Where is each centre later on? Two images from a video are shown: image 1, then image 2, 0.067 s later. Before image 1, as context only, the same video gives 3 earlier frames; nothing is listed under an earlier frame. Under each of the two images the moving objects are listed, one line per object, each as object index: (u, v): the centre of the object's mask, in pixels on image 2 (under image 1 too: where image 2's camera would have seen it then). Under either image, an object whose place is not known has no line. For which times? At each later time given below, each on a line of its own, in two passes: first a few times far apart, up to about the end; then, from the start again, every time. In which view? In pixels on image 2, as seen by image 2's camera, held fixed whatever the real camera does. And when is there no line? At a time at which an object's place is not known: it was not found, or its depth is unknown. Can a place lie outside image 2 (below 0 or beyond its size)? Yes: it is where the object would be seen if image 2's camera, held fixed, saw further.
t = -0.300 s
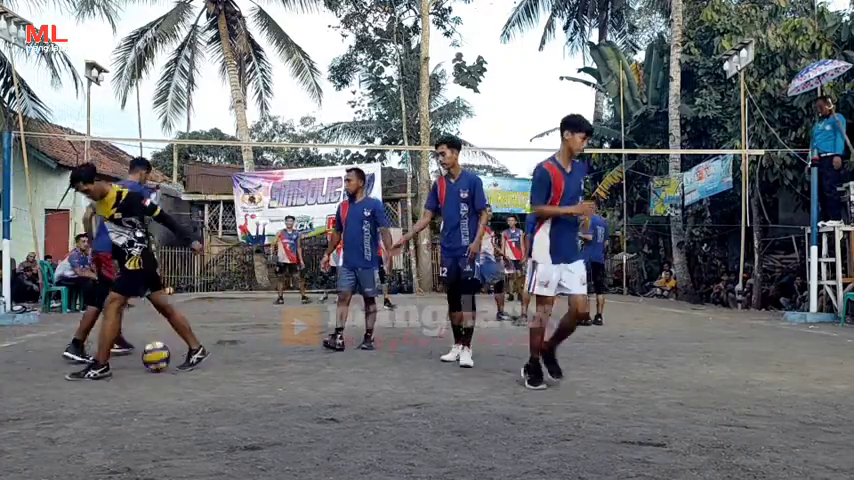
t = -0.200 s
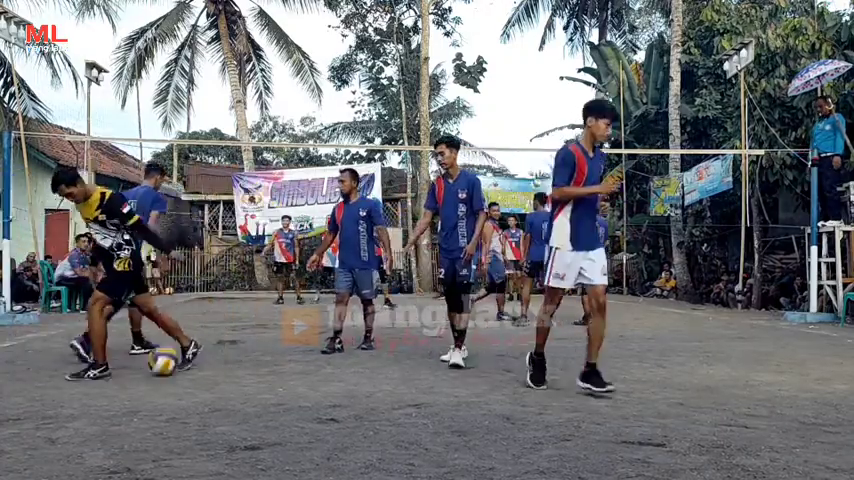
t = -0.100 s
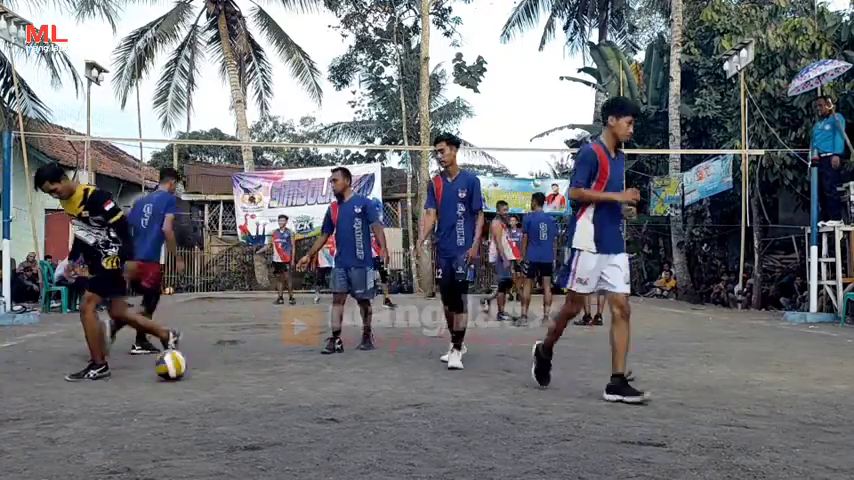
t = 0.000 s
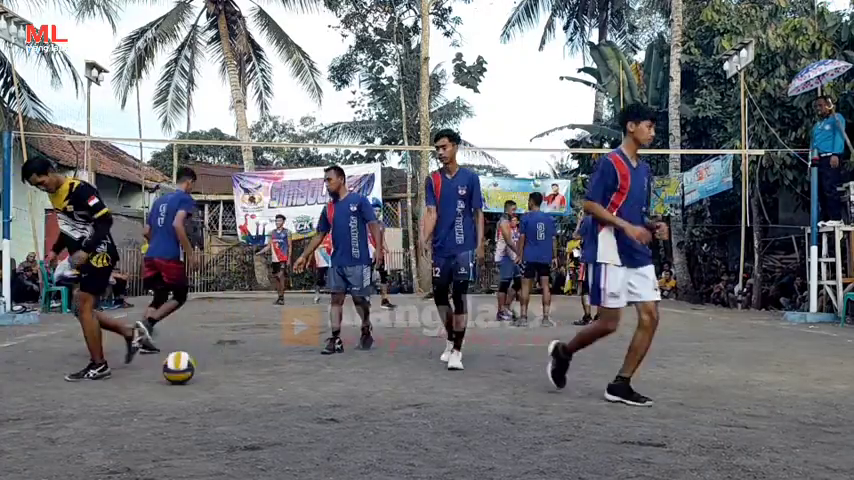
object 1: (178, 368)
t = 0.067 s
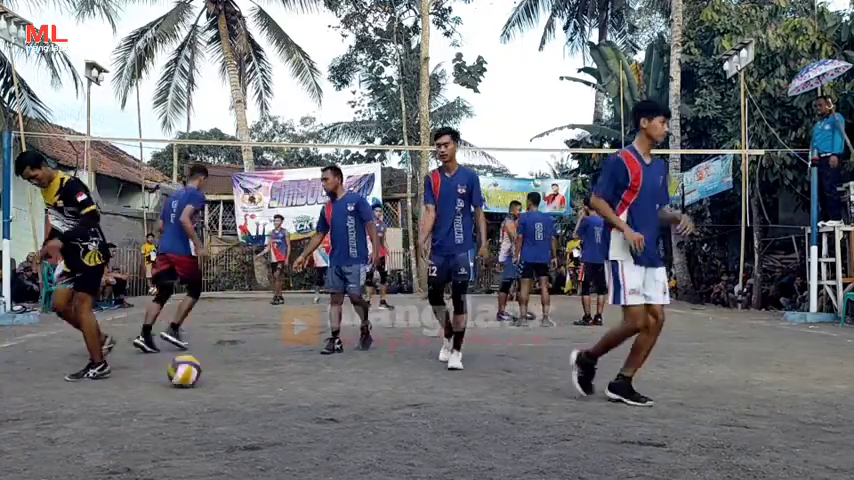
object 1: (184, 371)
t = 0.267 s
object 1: (202, 377)
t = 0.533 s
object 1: (228, 387)
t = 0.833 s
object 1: (264, 406)
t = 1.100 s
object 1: (297, 424)
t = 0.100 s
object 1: (187, 372)
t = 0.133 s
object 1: (190, 373)
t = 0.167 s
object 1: (193, 375)
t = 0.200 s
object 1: (196, 377)
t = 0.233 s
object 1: (199, 378)
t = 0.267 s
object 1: (202, 377)
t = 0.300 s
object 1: (205, 379)
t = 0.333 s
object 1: (208, 380)
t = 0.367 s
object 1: (211, 382)
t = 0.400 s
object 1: (215, 381)
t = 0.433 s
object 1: (218, 381)
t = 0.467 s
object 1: (221, 384)
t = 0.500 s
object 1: (224, 388)
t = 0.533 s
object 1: (228, 387)
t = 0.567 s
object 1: (232, 385)
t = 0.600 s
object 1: (236, 388)
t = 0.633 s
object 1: (240, 392)
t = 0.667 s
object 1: (243, 397)
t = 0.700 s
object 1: (248, 396)
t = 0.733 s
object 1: (252, 394)
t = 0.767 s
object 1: (255, 396)
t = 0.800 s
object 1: (259, 400)
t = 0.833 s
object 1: (264, 406)
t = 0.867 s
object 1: (267, 407)
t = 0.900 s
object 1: (271, 407)
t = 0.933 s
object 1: (275, 411)
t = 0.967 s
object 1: (280, 416)
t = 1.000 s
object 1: (283, 416)
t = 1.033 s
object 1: (288, 415)
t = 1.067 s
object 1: (293, 418)
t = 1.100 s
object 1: (297, 424)
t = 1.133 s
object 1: (301, 427)
